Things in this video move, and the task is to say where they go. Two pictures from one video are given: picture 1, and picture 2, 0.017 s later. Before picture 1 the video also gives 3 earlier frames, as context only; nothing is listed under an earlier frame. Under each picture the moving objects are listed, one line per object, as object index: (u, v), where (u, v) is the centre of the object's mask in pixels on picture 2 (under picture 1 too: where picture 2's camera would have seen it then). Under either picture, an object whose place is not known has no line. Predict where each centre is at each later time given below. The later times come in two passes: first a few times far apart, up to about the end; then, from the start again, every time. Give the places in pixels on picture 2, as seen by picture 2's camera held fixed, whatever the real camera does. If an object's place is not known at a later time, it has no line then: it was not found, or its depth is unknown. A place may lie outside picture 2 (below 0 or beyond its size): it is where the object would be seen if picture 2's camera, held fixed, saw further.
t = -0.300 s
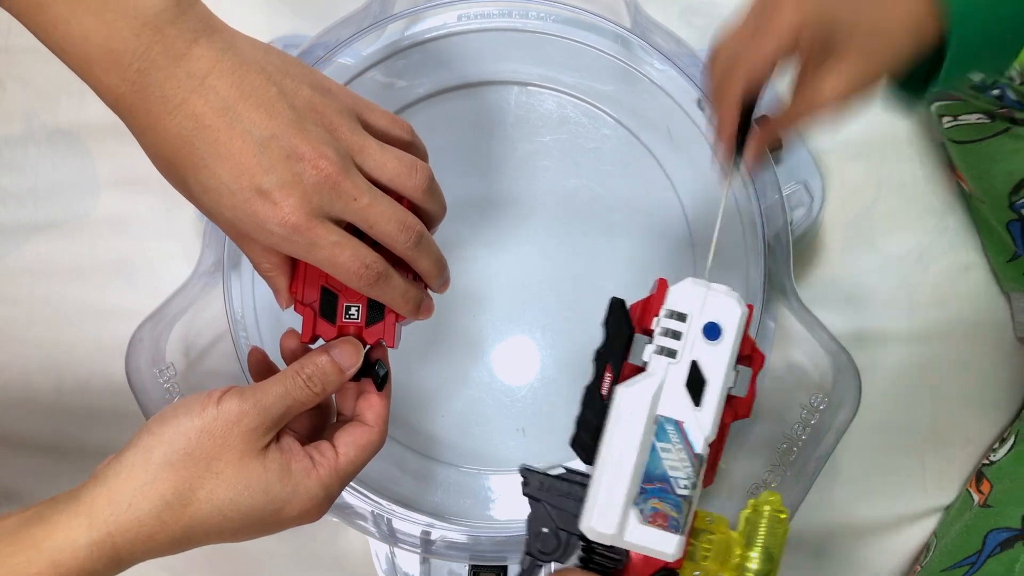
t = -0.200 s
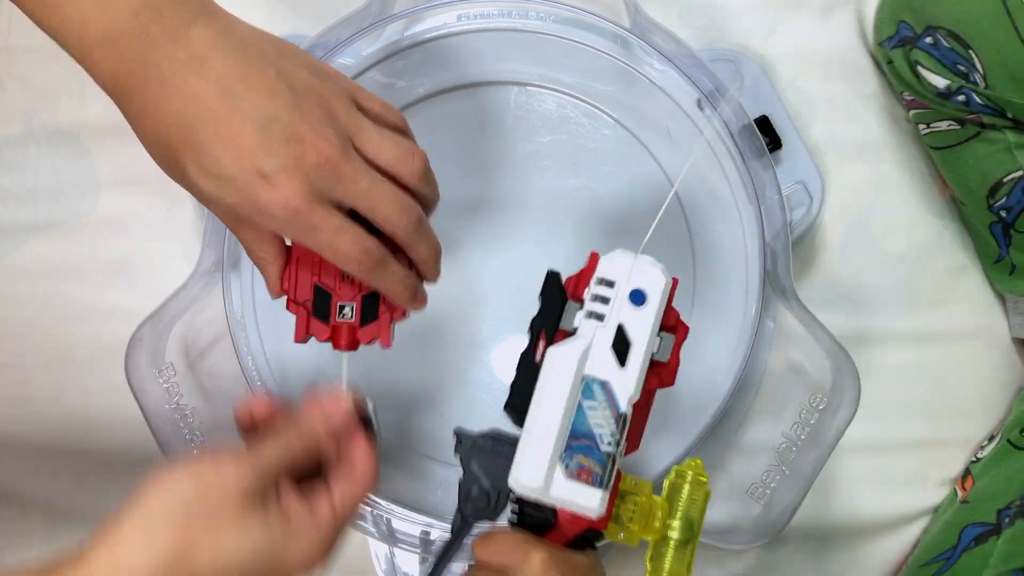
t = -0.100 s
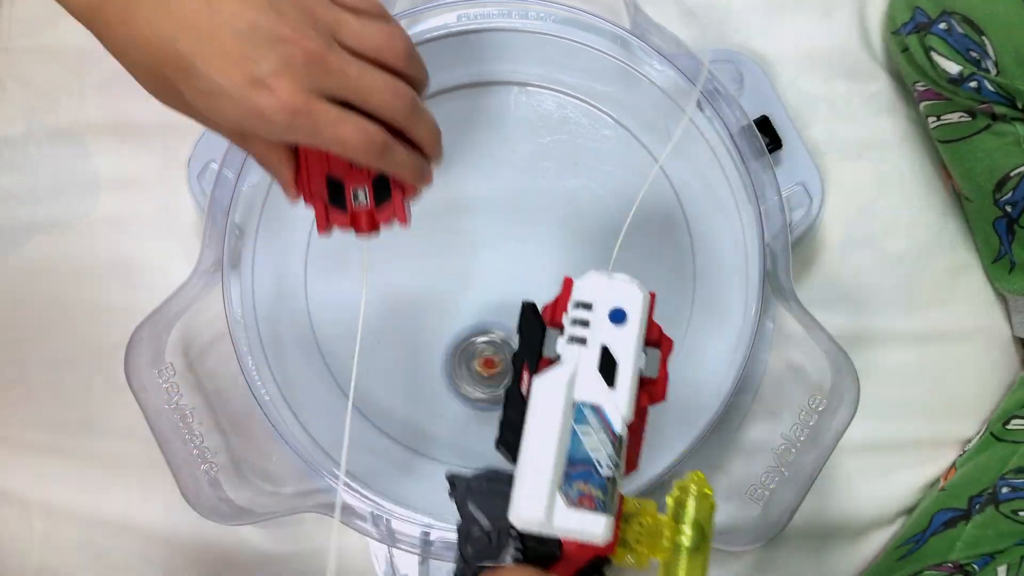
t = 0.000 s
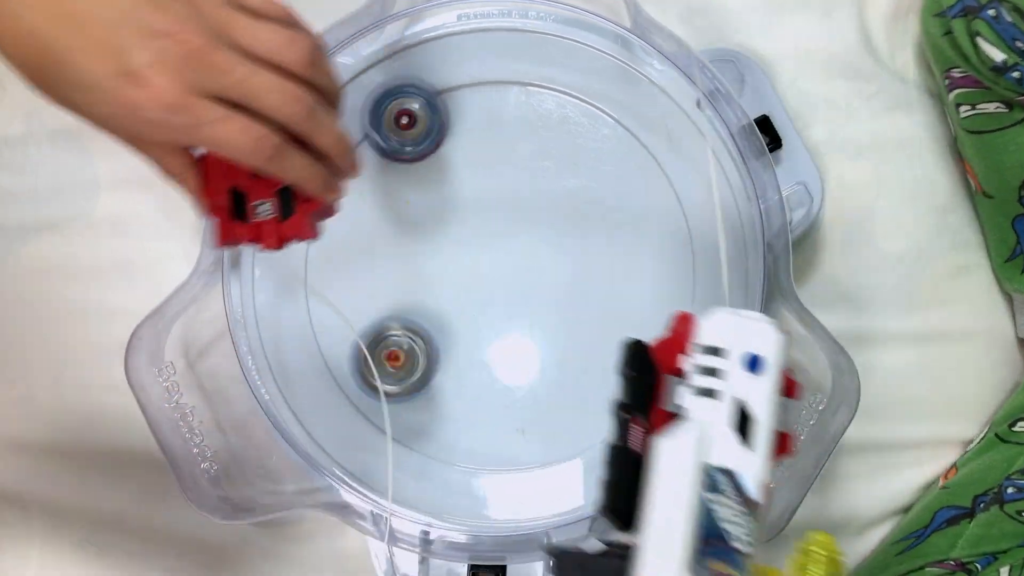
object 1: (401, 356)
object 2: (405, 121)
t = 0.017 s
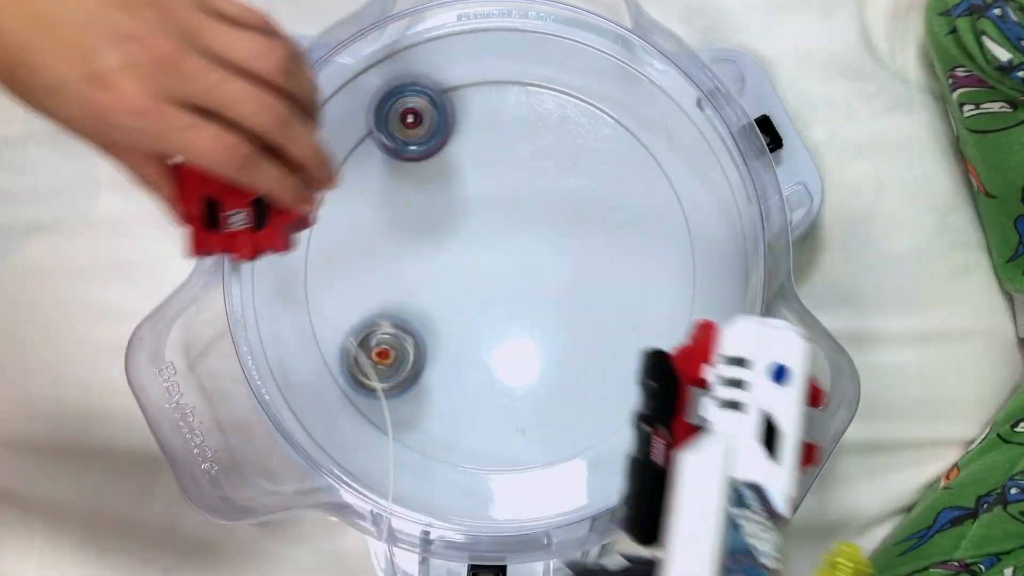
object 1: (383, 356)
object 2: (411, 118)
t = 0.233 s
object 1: (348, 342)
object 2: (478, 192)
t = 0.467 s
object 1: (405, 323)
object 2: (521, 276)
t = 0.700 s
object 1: (410, 259)
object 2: (582, 217)
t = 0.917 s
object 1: (424, 220)
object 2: (543, 173)
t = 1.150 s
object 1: (361, 231)
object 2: (542, 246)
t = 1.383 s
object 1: (378, 324)
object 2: (604, 290)
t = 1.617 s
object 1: (542, 322)
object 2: (675, 251)
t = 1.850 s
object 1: (428, 269)
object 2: (620, 160)
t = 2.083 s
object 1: (393, 251)
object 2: (505, 216)
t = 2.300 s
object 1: (348, 354)
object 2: (527, 288)
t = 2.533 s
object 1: (513, 381)
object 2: (605, 303)
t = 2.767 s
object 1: (543, 215)
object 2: (638, 167)
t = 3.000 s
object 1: (331, 191)
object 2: (554, 147)
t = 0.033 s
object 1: (372, 355)
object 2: (417, 118)
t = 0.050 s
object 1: (362, 352)
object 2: (424, 119)
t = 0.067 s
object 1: (355, 351)
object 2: (432, 121)
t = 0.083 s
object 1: (348, 349)
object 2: (439, 125)
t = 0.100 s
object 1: (343, 348)
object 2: (444, 129)
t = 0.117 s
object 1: (340, 346)
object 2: (450, 134)
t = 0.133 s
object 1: (337, 345)
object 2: (457, 142)
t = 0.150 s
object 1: (336, 344)
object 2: (462, 149)
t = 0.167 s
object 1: (336, 343)
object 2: (466, 157)
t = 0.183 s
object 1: (337, 342)
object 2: (470, 164)
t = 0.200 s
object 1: (340, 342)
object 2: (473, 173)
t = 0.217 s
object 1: (343, 342)
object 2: (476, 182)
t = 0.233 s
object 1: (348, 342)
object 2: (478, 192)
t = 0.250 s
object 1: (355, 342)
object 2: (479, 200)
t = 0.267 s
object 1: (360, 343)
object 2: (479, 211)
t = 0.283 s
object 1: (366, 342)
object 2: (479, 220)
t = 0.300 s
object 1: (374, 340)
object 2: (478, 230)
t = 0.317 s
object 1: (381, 340)
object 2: (477, 238)
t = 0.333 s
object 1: (387, 339)
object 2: (476, 246)
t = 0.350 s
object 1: (395, 337)
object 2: (475, 255)
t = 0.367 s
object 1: (402, 334)
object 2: (476, 262)
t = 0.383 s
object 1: (411, 330)
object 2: (476, 269)
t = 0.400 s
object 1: (412, 330)
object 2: (483, 273)
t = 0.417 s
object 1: (410, 330)
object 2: (494, 276)
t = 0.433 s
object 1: (408, 328)
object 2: (503, 277)
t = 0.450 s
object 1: (406, 326)
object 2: (512, 276)
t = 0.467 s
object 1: (405, 323)
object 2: (521, 276)
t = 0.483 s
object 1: (405, 320)
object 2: (530, 275)
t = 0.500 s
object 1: (403, 317)
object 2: (537, 273)
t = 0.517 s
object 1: (403, 312)
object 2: (545, 271)
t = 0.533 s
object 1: (403, 307)
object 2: (551, 267)
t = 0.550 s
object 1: (403, 302)
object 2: (558, 263)
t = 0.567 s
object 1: (403, 298)
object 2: (563, 259)
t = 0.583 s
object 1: (403, 294)
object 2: (567, 255)
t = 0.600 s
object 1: (404, 288)
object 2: (571, 250)
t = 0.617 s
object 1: (405, 282)
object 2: (575, 244)
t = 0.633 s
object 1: (406, 278)
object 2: (577, 241)
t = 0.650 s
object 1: (407, 273)
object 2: (579, 235)
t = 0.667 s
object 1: (408, 269)
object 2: (580, 229)
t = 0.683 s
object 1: (409, 264)
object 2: (582, 223)
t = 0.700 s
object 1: (410, 259)
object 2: (582, 217)
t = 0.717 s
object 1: (411, 254)
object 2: (582, 212)
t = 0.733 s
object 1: (413, 248)
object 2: (582, 206)
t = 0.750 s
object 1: (414, 244)
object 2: (581, 201)
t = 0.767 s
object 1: (415, 240)
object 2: (579, 196)
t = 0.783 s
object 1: (416, 236)
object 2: (578, 191)
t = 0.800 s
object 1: (417, 233)
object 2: (575, 187)
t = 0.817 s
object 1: (419, 229)
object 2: (571, 182)
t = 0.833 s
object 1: (420, 227)
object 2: (567, 179)
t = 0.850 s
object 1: (422, 226)
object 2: (563, 176)
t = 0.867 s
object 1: (422, 224)
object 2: (558, 174)
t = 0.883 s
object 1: (423, 223)
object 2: (553, 173)
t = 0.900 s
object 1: (424, 221)
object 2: (548, 172)
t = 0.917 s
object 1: (424, 220)
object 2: (543, 173)
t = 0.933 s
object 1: (425, 219)
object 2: (537, 174)
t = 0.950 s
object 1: (426, 219)
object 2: (531, 177)
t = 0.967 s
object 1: (426, 218)
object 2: (525, 180)
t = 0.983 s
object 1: (426, 219)
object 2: (519, 185)
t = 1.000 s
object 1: (426, 219)
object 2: (514, 191)
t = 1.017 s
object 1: (427, 219)
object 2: (509, 197)
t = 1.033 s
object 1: (420, 219)
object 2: (511, 203)
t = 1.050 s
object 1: (410, 220)
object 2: (515, 211)
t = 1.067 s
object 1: (401, 220)
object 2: (520, 218)
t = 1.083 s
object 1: (392, 221)
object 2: (525, 223)
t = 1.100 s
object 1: (384, 223)
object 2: (529, 230)
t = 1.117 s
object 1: (377, 225)
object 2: (533, 236)
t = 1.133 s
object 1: (369, 228)
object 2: (537, 241)
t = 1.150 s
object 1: (361, 231)
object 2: (542, 246)
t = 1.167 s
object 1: (355, 234)
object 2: (547, 251)
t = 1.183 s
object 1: (349, 238)
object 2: (551, 255)
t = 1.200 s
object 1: (343, 243)
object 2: (556, 259)
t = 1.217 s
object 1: (338, 248)
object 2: (560, 263)
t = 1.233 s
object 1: (336, 255)
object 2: (565, 267)
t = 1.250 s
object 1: (334, 261)
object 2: (570, 270)
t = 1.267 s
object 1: (335, 269)
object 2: (575, 274)
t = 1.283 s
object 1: (336, 276)
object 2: (580, 277)
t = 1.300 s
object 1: (340, 284)
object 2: (584, 280)
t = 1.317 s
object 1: (345, 292)
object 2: (588, 282)
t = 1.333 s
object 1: (351, 301)
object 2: (593, 285)
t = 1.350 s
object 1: (359, 310)
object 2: (596, 287)
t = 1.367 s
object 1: (368, 318)
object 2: (601, 289)
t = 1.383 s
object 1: (378, 324)
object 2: (604, 290)
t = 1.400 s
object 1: (390, 331)
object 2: (608, 291)
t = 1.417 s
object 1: (402, 336)
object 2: (612, 291)
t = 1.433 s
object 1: (415, 340)
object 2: (615, 291)
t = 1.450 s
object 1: (430, 343)
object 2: (618, 291)
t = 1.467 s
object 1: (446, 344)
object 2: (622, 290)
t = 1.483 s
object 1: (462, 344)
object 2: (624, 289)
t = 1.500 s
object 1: (478, 343)
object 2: (627, 288)
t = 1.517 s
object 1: (493, 340)
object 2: (629, 286)
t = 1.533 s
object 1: (510, 337)
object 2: (631, 283)
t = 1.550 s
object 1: (527, 332)
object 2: (631, 281)
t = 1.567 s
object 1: (543, 328)
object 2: (631, 278)
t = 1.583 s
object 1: (557, 321)
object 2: (630, 274)
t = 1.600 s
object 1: (554, 321)
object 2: (651, 264)
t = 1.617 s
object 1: (542, 322)
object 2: (675, 251)
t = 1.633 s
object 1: (531, 322)
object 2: (696, 238)
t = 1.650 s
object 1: (521, 320)
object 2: (706, 225)
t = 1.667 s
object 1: (509, 319)
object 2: (714, 213)
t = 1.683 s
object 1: (498, 317)
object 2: (716, 202)
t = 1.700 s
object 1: (488, 315)
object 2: (711, 193)
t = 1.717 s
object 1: (479, 311)
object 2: (704, 186)
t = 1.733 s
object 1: (469, 306)
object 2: (697, 179)
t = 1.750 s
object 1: (461, 301)
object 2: (686, 173)
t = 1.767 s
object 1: (454, 295)
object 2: (676, 168)
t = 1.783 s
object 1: (447, 290)
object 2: (666, 164)
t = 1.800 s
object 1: (441, 285)
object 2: (656, 163)
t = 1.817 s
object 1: (436, 279)
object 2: (644, 161)
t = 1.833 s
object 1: (432, 274)
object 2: (632, 160)
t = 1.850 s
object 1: (428, 269)
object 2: (620, 160)
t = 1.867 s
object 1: (425, 265)
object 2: (606, 161)
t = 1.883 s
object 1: (422, 261)
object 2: (595, 162)
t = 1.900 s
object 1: (420, 257)
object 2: (582, 165)
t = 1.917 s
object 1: (419, 254)
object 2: (570, 168)
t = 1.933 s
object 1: (417, 252)
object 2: (560, 172)
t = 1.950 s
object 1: (416, 250)
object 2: (549, 176)
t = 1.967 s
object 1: (415, 248)
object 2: (540, 180)
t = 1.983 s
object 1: (414, 246)
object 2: (530, 185)
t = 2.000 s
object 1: (414, 245)
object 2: (520, 191)
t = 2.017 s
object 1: (414, 245)
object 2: (512, 196)
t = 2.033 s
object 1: (414, 245)
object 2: (504, 202)
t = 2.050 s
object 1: (414, 245)
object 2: (497, 208)
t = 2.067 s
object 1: (406, 247)
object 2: (499, 213)
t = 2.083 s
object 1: (393, 251)
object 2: (505, 216)
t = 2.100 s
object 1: (382, 256)
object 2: (512, 221)
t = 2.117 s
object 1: (371, 262)
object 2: (518, 224)
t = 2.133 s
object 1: (361, 268)
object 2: (520, 230)
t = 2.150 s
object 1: (352, 275)
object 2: (523, 235)
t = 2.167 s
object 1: (346, 281)
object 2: (526, 240)
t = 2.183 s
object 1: (340, 289)
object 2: (526, 246)
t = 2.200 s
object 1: (335, 298)
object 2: (527, 253)
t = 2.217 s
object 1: (332, 307)
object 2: (526, 259)
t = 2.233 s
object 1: (332, 317)
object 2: (527, 265)
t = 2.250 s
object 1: (333, 326)
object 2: (526, 272)
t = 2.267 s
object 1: (336, 335)
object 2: (527, 277)
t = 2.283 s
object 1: (341, 345)
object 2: (526, 284)
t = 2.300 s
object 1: (348, 354)
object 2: (527, 288)
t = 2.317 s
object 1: (356, 363)
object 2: (527, 295)
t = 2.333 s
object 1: (367, 371)
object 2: (528, 300)
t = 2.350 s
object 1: (378, 378)
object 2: (530, 306)
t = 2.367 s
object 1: (391, 384)
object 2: (531, 310)
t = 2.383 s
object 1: (405, 389)
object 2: (534, 315)
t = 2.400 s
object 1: (421, 392)
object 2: (536, 318)
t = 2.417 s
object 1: (438, 394)
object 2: (539, 322)
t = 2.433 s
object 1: (455, 394)
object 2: (542, 326)
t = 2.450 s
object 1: (470, 392)
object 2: (545, 328)
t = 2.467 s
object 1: (484, 391)
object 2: (555, 329)
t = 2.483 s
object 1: (490, 392)
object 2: (569, 324)
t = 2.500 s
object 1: (495, 392)
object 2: (582, 318)
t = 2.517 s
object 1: (505, 385)
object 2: (594, 311)
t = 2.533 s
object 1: (513, 381)
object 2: (605, 303)
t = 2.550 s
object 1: (519, 376)
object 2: (614, 295)
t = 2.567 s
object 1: (525, 369)
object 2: (623, 287)
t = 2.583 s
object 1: (531, 361)
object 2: (629, 279)
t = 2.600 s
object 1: (536, 350)
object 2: (634, 270)
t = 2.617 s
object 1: (542, 339)
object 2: (638, 260)
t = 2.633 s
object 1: (547, 327)
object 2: (640, 250)
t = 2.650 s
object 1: (551, 314)
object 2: (642, 240)
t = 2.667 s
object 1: (555, 301)
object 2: (644, 230)
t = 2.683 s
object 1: (558, 286)
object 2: (642, 219)
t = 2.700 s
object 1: (561, 271)
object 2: (640, 208)
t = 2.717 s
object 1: (562, 256)
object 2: (637, 198)
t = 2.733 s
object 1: (562, 241)
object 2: (633, 189)
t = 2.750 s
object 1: (559, 226)
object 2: (631, 179)
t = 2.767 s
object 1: (543, 215)
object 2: (638, 167)
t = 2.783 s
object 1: (525, 205)
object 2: (646, 156)
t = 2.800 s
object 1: (508, 196)
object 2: (648, 149)
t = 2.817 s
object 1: (490, 187)
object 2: (645, 144)
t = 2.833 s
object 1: (470, 178)
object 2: (640, 140)
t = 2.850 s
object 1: (451, 171)
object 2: (634, 138)
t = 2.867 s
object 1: (431, 164)
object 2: (626, 137)
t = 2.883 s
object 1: (410, 159)
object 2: (617, 136)
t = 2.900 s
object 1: (393, 156)
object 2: (608, 137)
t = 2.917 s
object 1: (376, 154)
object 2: (599, 138)
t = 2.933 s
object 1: (358, 153)
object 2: (590, 138)
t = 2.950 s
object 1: (342, 156)
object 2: (580, 140)
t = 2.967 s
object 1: (336, 166)
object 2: (572, 142)
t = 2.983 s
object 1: (333, 179)
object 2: (563, 144)
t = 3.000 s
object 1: (331, 191)
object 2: (554, 147)
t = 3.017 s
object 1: (331, 204)
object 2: (548, 152)
